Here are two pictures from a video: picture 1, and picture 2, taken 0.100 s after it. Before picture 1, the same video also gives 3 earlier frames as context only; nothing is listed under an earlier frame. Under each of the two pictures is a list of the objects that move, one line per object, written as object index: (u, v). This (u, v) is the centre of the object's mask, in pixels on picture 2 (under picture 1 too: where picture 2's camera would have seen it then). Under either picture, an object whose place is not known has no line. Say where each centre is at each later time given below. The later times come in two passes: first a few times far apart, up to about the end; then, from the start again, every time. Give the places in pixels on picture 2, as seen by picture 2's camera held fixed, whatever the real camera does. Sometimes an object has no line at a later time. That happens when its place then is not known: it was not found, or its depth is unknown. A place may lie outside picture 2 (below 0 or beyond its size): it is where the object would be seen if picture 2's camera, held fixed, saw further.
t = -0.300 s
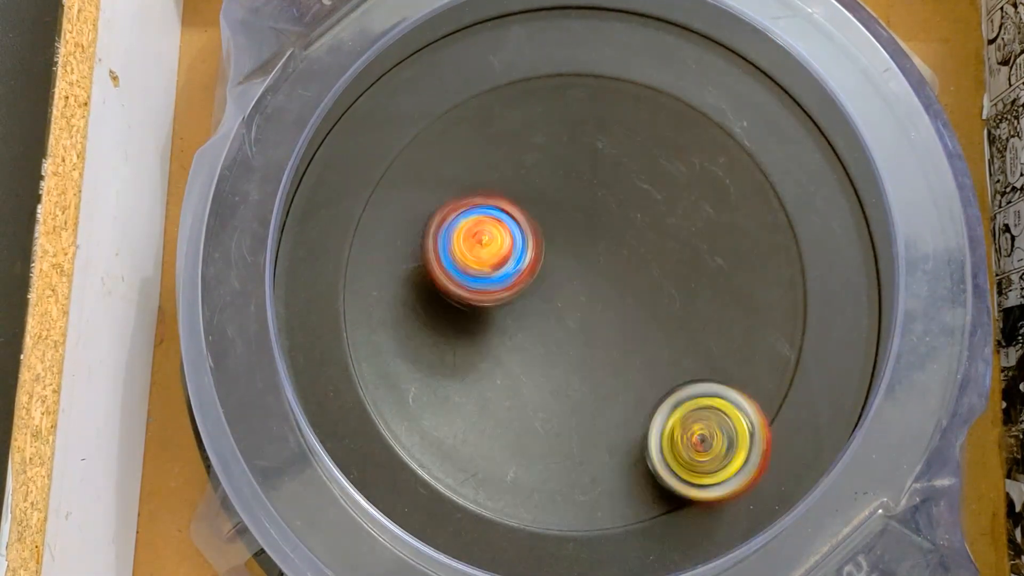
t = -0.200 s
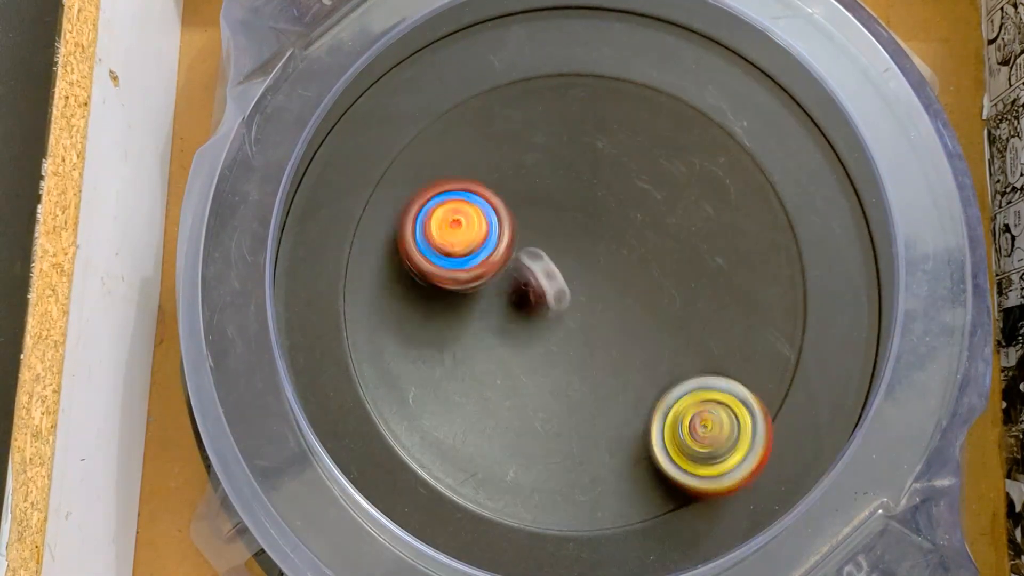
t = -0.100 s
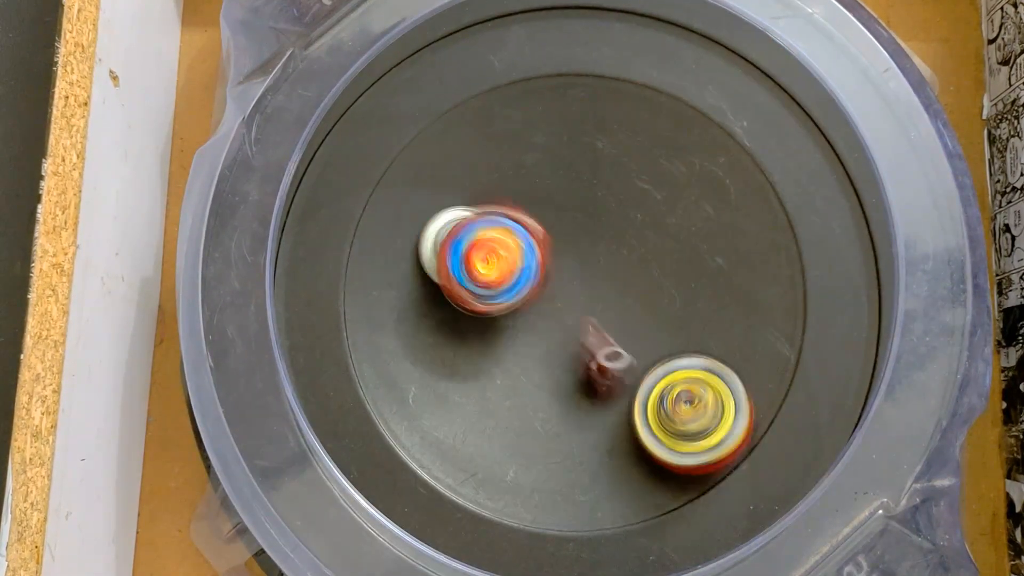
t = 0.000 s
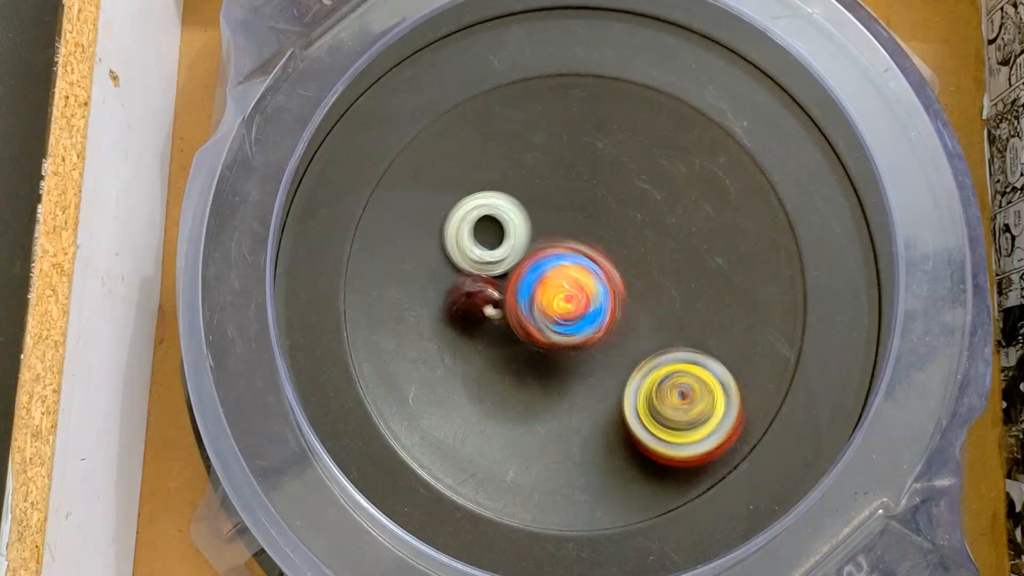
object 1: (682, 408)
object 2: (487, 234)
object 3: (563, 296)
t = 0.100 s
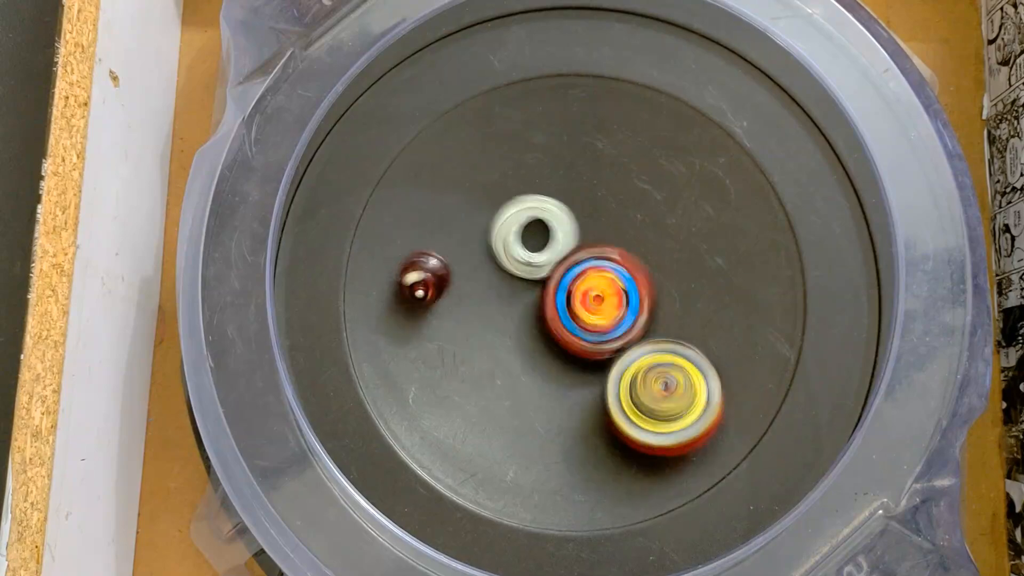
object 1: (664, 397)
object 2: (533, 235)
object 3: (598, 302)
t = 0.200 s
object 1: (649, 403)
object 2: (605, 193)
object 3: (555, 278)
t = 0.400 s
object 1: (607, 362)
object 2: (653, 184)
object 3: (516, 258)
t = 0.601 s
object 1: (564, 324)
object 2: (636, 207)
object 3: (541, 223)
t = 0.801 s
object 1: (541, 328)
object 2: (636, 214)
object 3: (543, 219)
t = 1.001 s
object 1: (543, 331)
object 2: (636, 216)
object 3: (545, 219)
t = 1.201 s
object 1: (553, 314)
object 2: (636, 217)
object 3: (544, 216)
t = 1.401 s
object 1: (571, 294)
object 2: (635, 217)
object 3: (540, 208)
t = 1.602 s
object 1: (599, 294)
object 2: (638, 214)
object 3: (542, 214)
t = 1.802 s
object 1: (601, 303)
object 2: (636, 217)
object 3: (543, 217)
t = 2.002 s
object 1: (592, 327)
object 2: (635, 220)
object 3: (544, 218)
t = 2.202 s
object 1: (575, 325)
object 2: (635, 220)
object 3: (543, 218)
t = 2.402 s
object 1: (557, 313)
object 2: (635, 224)
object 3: (541, 216)
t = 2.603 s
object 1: (555, 312)
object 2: (634, 225)
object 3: (542, 216)
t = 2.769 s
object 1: (559, 314)
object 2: (634, 225)
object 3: (542, 217)
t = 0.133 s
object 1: (657, 396)
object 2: (551, 221)
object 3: (595, 292)
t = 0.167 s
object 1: (653, 399)
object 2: (581, 203)
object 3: (576, 285)
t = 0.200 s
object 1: (649, 403)
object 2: (605, 193)
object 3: (555, 278)
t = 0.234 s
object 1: (642, 402)
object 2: (624, 183)
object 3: (529, 274)
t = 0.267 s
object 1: (635, 398)
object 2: (639, 177)
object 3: (515, 272)
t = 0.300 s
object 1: (628, 391)
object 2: (650, 175)
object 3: (506, 265)
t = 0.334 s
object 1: (621, 382)
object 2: (655, 176)
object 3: (508, 260)
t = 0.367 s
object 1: (614, 372)
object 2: (656, 180)
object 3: (512, 260)
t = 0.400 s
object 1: (607, 362)
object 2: (653, 184)
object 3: (516, 258)
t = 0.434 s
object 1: (599, 350)
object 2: (650, 188)
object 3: (524, 257)
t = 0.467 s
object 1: (589, 336)
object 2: (648, 192)
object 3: (529, 254)
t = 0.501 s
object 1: (581, 329)
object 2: (645, 195)
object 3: (533, 243)
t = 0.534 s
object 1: (574, 327)
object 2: (641, 199)
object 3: (537, 231)
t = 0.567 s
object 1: (569, 326)
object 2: (638, 203)
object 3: (539, 226)
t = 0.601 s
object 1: (564, 324)
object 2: (636, 207)
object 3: (541, 223)
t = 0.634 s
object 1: (560, 323)
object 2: (636, 209)
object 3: (541, 222)
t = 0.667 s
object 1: (557, 322)
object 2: (636, 210)
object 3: (541, 223)
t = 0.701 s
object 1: (552, 320)
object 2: (636, 211)
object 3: (541, 222)
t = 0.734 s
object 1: (548, 323)
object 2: (636, 212)
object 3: (540, 221)
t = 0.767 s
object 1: (544, 324)
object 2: (635, 213)
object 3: (540, 221)
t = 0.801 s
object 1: (541, 328)
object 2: (636, 214)
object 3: (543, 219)
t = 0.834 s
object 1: (540, 335)
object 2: (636, 215)
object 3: (545, 218)
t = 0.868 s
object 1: (539, 338)
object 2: (636, 216)
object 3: (546, 218)
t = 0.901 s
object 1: (538, 338)
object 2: (636, 216)
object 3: (545, 219)
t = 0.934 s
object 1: (539, 337)
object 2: (636, 216)
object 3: (545, 219)
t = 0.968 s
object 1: (541, 334)
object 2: (636, 216)
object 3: (545, 219)
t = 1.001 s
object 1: (543, 331)
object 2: (636, 216)
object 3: (545, 219)
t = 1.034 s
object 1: (545, 328)
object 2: (636, 216)
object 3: (545, 219)
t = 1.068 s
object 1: (548, 326)
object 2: (636, 216)
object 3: (545, 218)
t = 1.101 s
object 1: (549, 323)
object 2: (636, 216)
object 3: (545, 218)
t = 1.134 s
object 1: (551, 321)
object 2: (636, 217)
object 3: (545, 217)
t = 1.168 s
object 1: (552, 317)
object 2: (636, 217)
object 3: (545, 216)
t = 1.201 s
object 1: (553, 314)
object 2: (636, 217)
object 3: (544, 216)
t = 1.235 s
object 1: (556, 309)
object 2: (636, 217)
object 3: (544, 214)
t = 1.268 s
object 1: (557, 305)
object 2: (635, 217)
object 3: (543, 213)
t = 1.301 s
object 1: (559, 302)
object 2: (635, 217)
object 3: (542, 211)
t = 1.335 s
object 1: (563, 298)
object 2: (636, 217)
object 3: (541, 211)
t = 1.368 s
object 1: (566, 296)
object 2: (635, 217)
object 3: (540, 208)
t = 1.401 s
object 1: (571, 294)
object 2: (635, 217)
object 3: (540, 208)
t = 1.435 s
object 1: (575, 293)
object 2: (636, 217)
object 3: (540, 208)
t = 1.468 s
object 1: (580, 293)
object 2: (636, 216)
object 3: (539, 209)
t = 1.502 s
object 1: (585, 292)
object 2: (637, 215)
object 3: (540, 210)
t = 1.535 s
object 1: (590, 292)
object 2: (637, 215)
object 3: (540, 211)
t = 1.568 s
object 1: (594, 292)
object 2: (637, 214)
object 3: (540, 212)
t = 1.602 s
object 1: (599, 294)
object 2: (638, 214)
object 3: (542, 214)
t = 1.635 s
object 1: (600, 296)
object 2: (638, 214)
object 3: (542, 217)
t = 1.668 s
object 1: (603, 297)
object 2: (637, 214)
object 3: (542, 218)
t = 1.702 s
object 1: (603, 299)
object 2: (637, 214)
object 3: (543, 219)
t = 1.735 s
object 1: (603, 299)
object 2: (637, 215)
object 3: (543, 219)
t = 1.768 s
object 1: (602, 301)
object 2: (637, 215)
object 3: (543, 219)
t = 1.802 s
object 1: (601, 303)
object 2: (636, 217)
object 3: (543, 217)
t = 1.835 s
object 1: (598, 307)
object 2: (635, 218)
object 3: (543, 216)
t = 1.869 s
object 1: (598, 313)
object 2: (635, 219)
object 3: (543, 217)
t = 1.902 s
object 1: (596, 319)
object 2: (635, 220)
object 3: (543, 218)
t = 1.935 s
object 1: (595, 323)
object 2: (635, 220)
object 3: (543, 219)
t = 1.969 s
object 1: (593, 326)
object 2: (635, 220)
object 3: (544, 218)
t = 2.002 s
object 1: (592, 327)
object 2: (635, 220)
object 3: (544, 218)
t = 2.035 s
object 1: (589, 329)
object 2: (635, 220)
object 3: (544, 218)
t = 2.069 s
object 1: (587, 329)
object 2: (635, 220)
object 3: (544, 218)
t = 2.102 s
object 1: (585, 329)
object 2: (635, 220)
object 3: (544, 218)
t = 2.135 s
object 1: (581, 327)
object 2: (635, 220)
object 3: (544, 218)
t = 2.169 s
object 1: (578, 325)
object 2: (635, 220)
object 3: (543, 218)
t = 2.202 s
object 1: (575, 325)
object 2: (635, 220)
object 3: (543, 218)
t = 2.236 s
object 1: (573, 322)
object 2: (635, 220)
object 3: (543, 217)
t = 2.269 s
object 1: (570, 319)
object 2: (635, 220)
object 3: (543, 217)
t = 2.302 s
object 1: (566, 317)
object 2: (635, 220)
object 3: (543, 216)
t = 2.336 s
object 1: (562, 317)
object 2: (635, 221)
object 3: (542, 216)
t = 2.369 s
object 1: (559, 315)
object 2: (635, 223)
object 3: (542, 215)
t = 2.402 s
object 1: (557, 313)
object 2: (635, 224)
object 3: (541, 216)
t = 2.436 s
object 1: (554, 311)
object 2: (634, 224)
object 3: (541, 216)
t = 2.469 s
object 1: (554, 311)
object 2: (634, 225)
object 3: (541, 217)
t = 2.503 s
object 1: (554, 310)
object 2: (634, 225)
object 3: (541, 216)
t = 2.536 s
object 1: (554, 310)
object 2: (634, 225)
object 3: (541, 217)
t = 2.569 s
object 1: (555, 311)
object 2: (634, 225)
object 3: (541, 217)
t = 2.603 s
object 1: (555, 312)
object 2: (634, 225)
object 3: (542, 216)
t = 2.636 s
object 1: (555, 311)
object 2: (634, 225)
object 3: (542, 216)
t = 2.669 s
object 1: (557, 312)
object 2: (634, 225)
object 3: (542, 216)
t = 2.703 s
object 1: (558, 312)
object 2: (634, 225)
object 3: (542, 216)
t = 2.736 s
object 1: (559, 313)
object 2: (634, 225)
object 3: (541, 217)
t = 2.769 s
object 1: (559, 314)
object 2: (634, 225)
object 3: (542, 217)
